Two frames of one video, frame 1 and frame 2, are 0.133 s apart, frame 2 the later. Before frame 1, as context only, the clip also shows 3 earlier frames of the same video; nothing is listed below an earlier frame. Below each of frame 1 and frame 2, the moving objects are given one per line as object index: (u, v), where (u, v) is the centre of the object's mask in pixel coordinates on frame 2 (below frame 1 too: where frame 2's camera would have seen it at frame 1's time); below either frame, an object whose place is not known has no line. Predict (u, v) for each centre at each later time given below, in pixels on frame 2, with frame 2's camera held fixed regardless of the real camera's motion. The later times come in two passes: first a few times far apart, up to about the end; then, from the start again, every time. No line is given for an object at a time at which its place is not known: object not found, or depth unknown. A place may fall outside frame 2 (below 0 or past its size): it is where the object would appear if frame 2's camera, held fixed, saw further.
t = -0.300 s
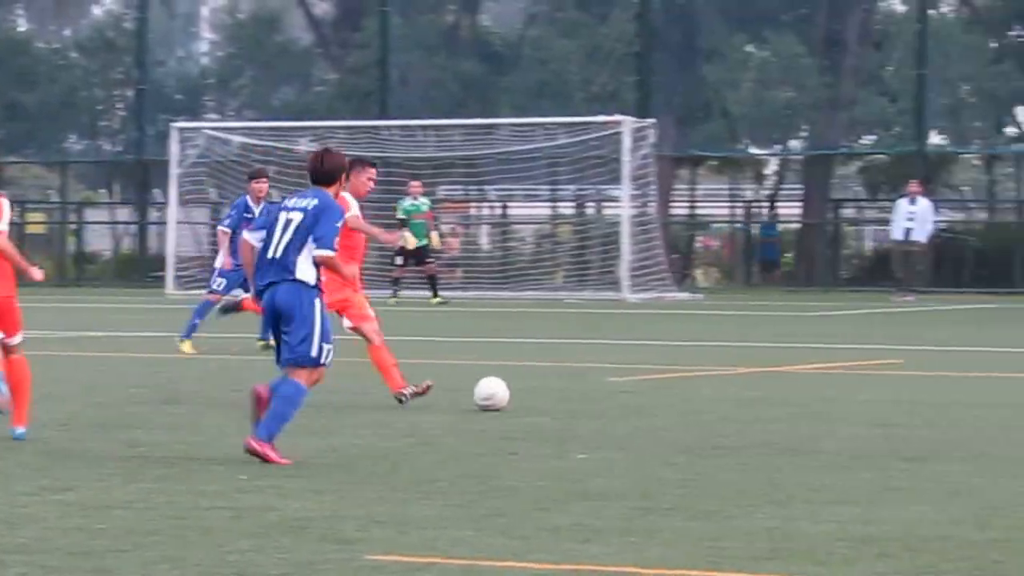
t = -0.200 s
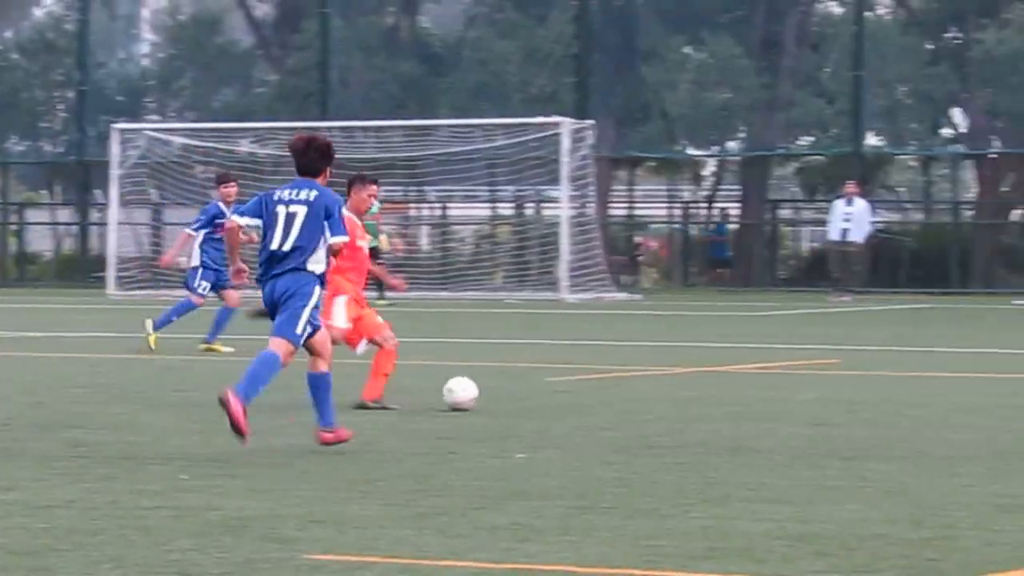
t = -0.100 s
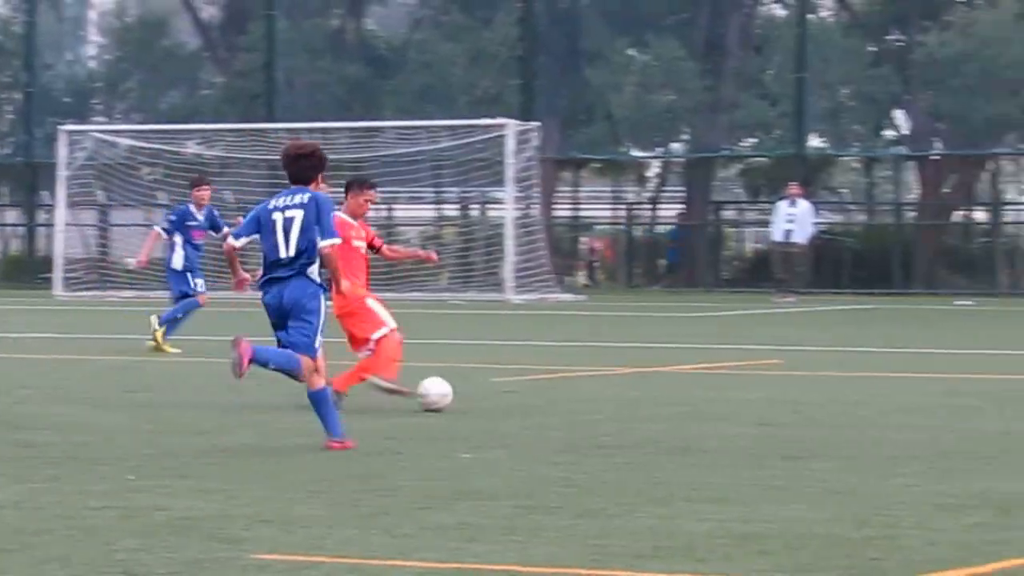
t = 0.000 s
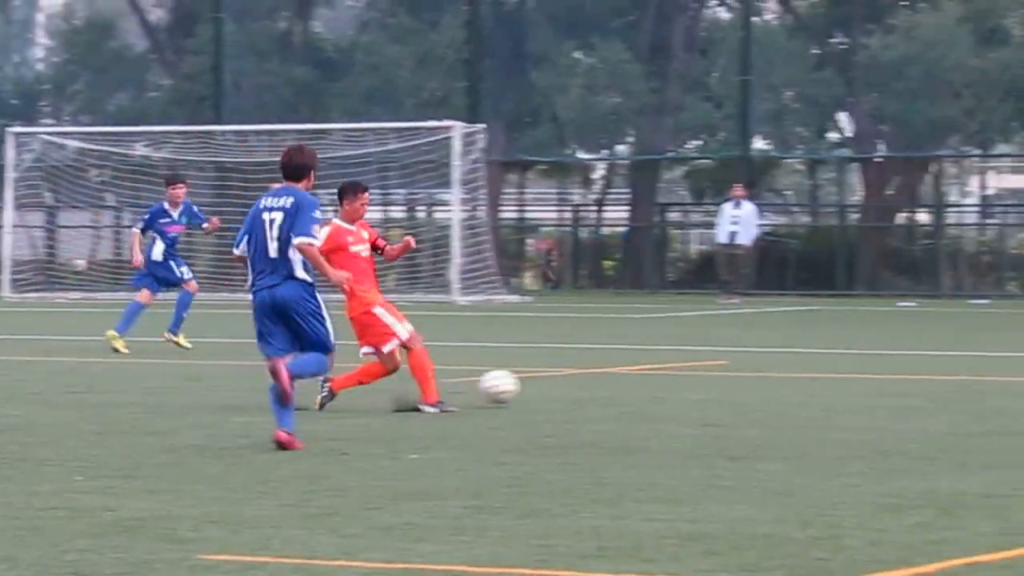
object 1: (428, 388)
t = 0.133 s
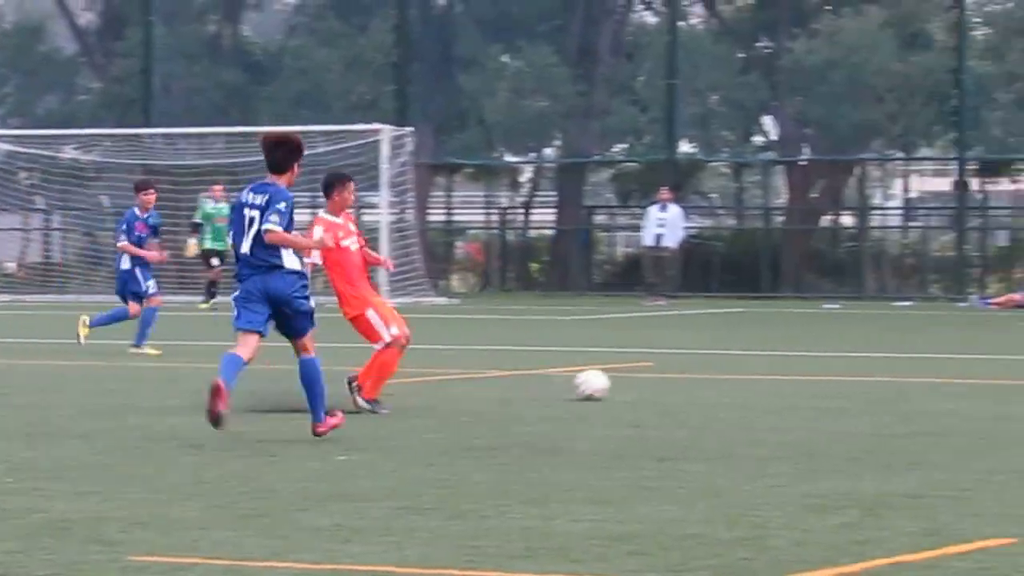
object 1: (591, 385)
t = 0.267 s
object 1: (723, 372)
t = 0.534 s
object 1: (936, 367)
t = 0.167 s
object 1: (627, 379)
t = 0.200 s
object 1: (659, 376)
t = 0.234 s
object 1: (692, 373)
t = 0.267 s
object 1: (723, 372)
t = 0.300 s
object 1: (754, 373)
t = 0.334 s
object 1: (784, 375)
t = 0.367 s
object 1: (811, 373)
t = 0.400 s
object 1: (837, 368)
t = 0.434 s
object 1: (863, 365)
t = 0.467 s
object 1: (888, 364)
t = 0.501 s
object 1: (912, 364)
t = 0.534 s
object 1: (936, 367)
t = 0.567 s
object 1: (959, 368)
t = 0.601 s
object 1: (981, 364)
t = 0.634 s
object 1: (1001, 361)
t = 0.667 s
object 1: (1022, 360)
